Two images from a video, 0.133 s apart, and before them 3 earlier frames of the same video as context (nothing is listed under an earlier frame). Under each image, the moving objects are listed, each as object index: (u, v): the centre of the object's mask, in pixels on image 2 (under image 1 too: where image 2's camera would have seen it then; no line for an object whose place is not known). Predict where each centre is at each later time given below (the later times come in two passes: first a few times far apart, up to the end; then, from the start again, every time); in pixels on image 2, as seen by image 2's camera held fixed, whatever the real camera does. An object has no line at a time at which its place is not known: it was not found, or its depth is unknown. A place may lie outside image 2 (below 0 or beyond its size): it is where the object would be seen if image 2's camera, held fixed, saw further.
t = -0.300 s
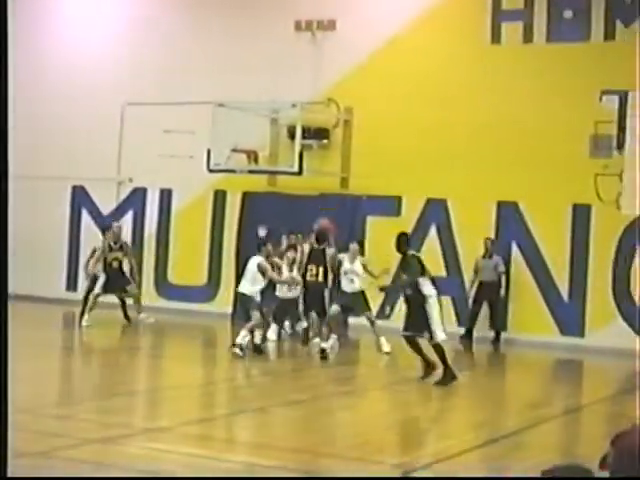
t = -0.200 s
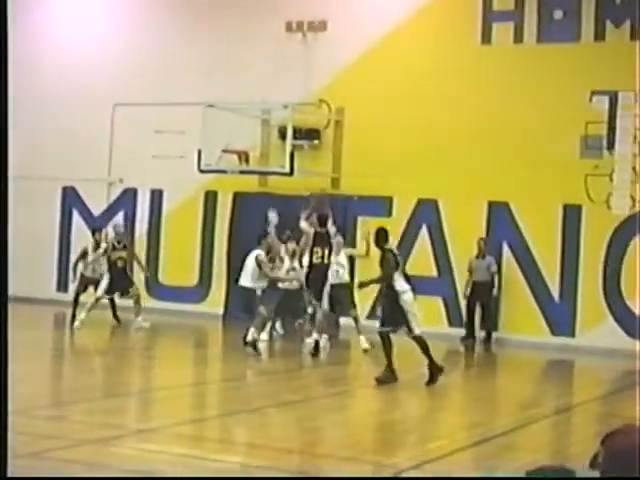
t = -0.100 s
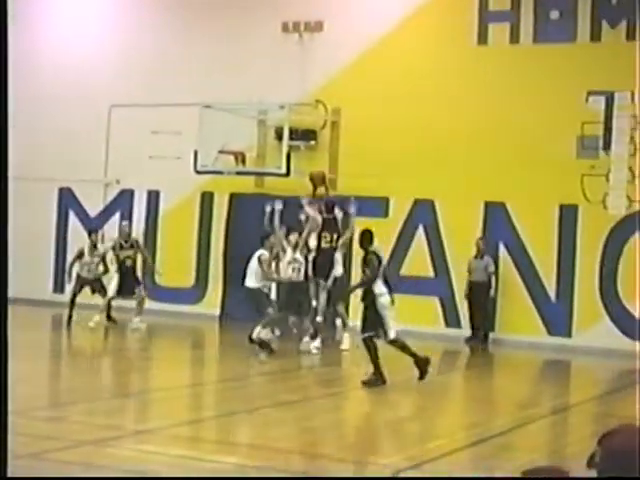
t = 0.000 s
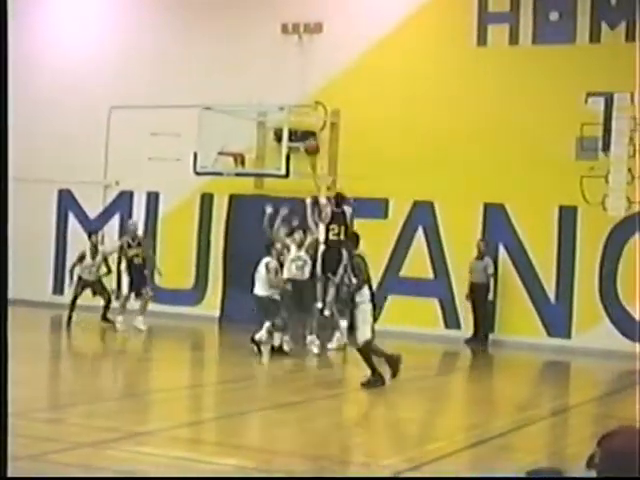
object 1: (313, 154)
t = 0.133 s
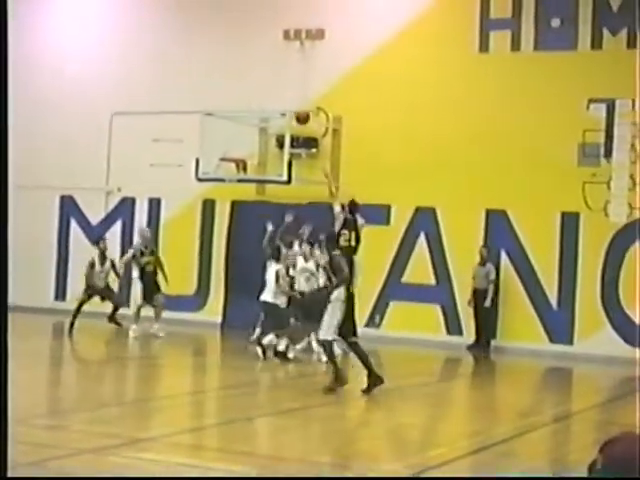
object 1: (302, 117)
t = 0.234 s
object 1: (293, 97)
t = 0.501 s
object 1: (271, 83)
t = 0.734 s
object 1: (252, 105)
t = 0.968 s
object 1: (235, 153)
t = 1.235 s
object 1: (214, 103)
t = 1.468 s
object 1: (193, 90)
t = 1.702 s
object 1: (171, 108)
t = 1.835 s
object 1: (157, 133)
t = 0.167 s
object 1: (299, 109)
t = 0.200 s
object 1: (296, 103)
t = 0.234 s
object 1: (293, 97)
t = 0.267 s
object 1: (290, 93)
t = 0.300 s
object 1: (287, 89)
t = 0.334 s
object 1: (284, 87)
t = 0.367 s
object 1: (282, 84)
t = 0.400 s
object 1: (279, 83)
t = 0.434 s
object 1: (276, 82)
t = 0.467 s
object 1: (273, 82)
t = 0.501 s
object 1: (271, 83)
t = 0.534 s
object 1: (268, 84)
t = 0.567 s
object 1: (265, 86)
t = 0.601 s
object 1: (263, 88)
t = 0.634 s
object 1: (260, 91)
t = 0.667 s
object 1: (257, 95)
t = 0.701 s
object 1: (255, 100)
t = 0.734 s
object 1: (252, 105)
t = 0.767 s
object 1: (249, 110)
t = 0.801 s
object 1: (247, 116)
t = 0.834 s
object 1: (245, 123)
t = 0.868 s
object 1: (242, 130)
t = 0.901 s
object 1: (240, 138)
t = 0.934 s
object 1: (237, 146)
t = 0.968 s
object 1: (235, 153)
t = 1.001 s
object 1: (232, 147)
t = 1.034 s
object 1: (230, 139)
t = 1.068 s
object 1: (227, 132)
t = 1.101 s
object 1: (225, 124)
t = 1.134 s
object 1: (222, 119)
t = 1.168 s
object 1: (219, 113)
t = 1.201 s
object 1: (217, 108)
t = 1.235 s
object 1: (214, 103)
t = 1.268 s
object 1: (211, 99)
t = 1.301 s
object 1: (208, 96)
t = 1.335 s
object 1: (205, 94)
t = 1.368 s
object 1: (203, 92)
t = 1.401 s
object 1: (200, 90)
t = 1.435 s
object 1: (196, 90)
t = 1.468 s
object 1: (193, 90)
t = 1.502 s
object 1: (190, 90)
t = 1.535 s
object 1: (187, 92)
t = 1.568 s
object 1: (184, 93)
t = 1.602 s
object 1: (181, 96)
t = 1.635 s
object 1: (178, 99)
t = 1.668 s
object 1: (174, 103)
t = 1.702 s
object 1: (171, 108)
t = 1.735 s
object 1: (168, 113)
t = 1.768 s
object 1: (164, 119)
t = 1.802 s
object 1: (161, 126)
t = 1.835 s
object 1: (157, 133)
